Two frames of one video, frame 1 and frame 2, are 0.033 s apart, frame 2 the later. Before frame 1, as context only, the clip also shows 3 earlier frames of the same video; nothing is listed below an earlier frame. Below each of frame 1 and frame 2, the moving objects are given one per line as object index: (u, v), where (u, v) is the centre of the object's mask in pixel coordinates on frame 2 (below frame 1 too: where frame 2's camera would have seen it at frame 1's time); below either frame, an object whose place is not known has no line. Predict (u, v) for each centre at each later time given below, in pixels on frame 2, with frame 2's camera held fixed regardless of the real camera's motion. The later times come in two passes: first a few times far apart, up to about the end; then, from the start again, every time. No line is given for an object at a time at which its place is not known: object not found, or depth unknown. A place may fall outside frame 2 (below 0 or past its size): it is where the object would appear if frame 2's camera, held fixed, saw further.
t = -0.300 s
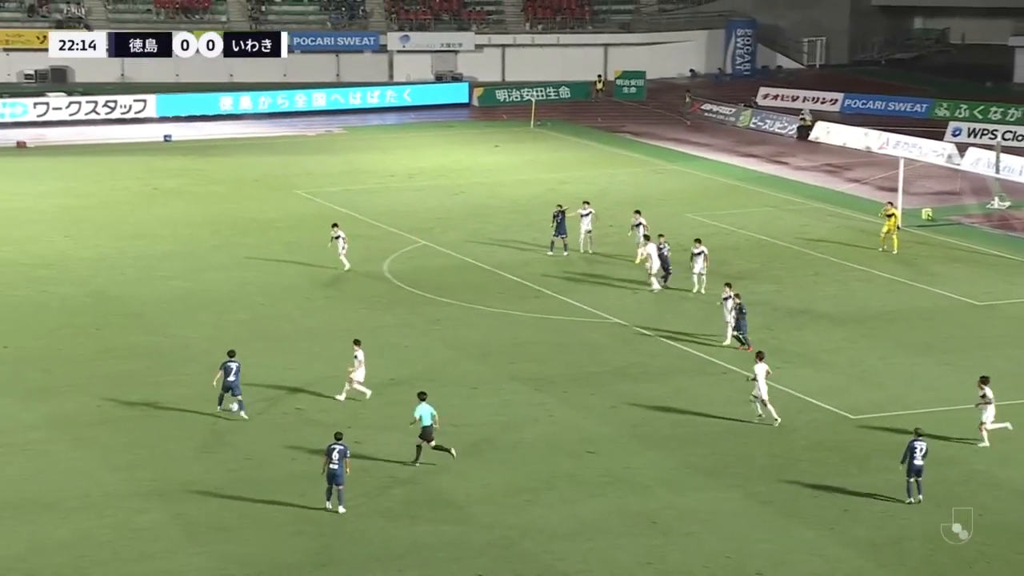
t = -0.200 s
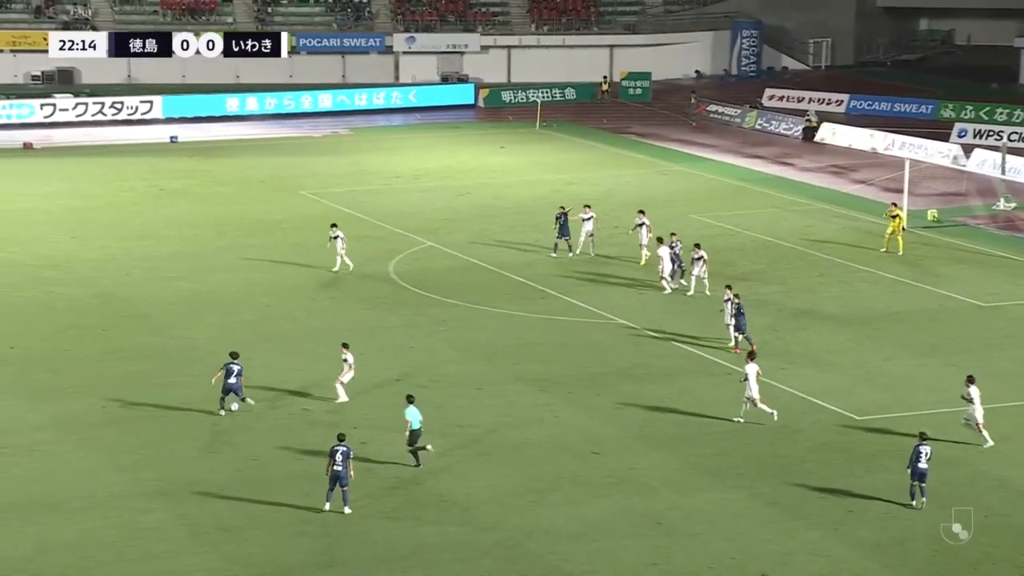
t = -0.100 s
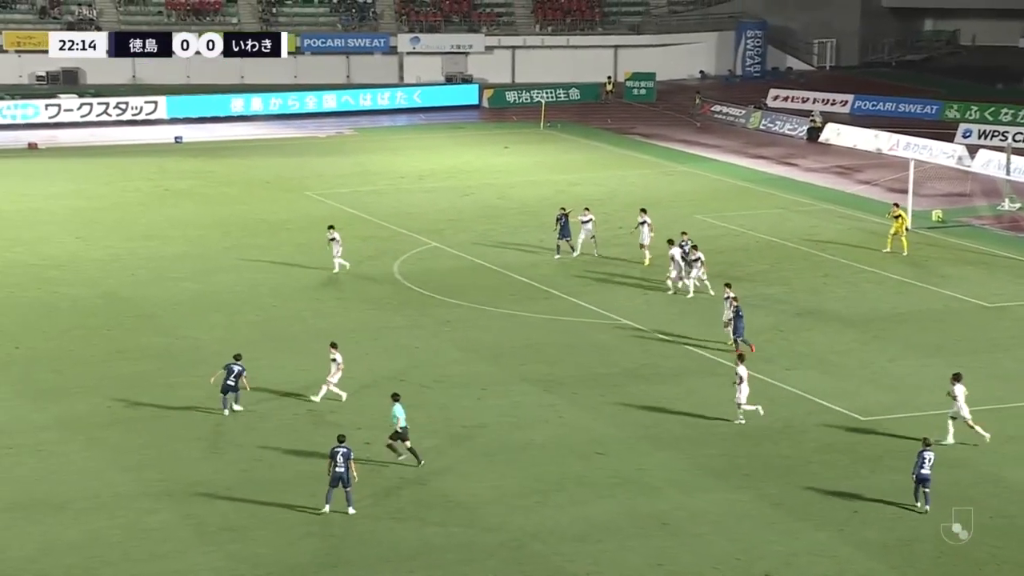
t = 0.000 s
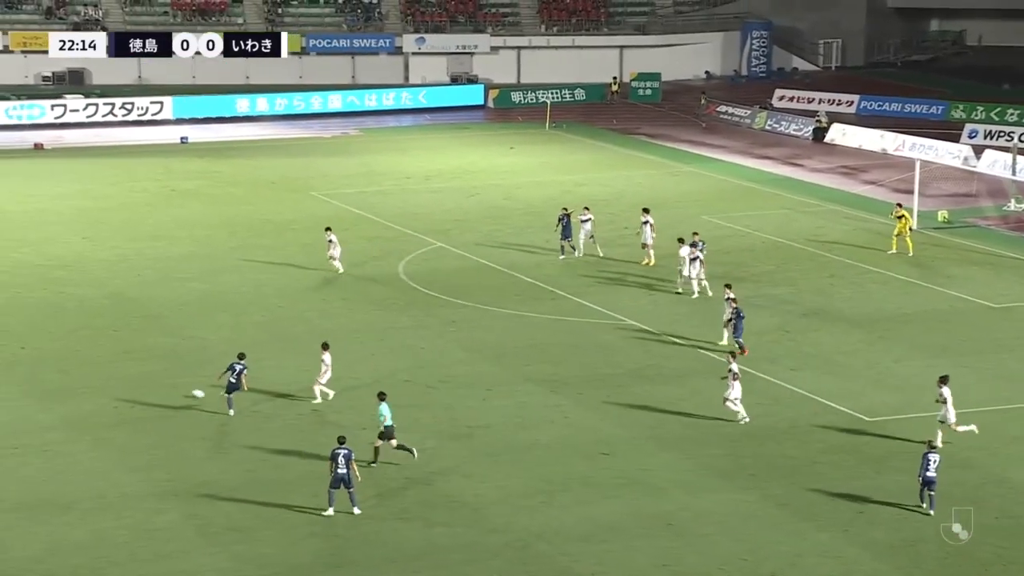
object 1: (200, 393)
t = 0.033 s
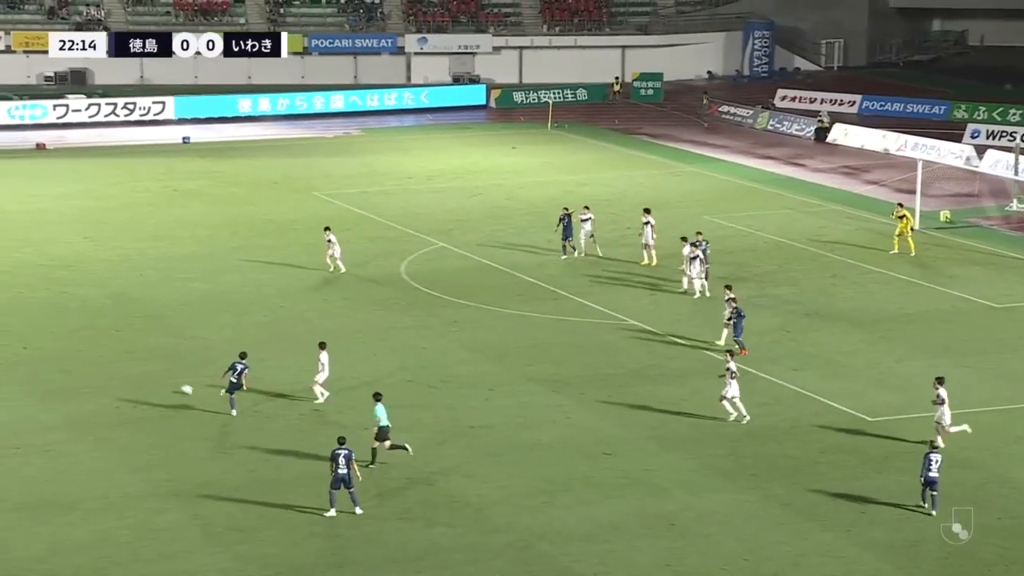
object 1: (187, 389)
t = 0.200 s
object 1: (124, 369)
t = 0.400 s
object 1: (58, 350)
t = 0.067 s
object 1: (174, 385)
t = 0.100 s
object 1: (162, 381)
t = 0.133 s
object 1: (148, 377)
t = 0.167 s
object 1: (136, 373)
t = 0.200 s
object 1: (124, 369)
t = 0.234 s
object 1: (112, 366)
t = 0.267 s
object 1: (101, 362)
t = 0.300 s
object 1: (89, 359)
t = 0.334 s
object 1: (79, 356)
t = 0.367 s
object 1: (68, 353)
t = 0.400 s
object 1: (58, 350)
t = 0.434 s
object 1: (48, 347)
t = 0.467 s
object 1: (38, 344)
